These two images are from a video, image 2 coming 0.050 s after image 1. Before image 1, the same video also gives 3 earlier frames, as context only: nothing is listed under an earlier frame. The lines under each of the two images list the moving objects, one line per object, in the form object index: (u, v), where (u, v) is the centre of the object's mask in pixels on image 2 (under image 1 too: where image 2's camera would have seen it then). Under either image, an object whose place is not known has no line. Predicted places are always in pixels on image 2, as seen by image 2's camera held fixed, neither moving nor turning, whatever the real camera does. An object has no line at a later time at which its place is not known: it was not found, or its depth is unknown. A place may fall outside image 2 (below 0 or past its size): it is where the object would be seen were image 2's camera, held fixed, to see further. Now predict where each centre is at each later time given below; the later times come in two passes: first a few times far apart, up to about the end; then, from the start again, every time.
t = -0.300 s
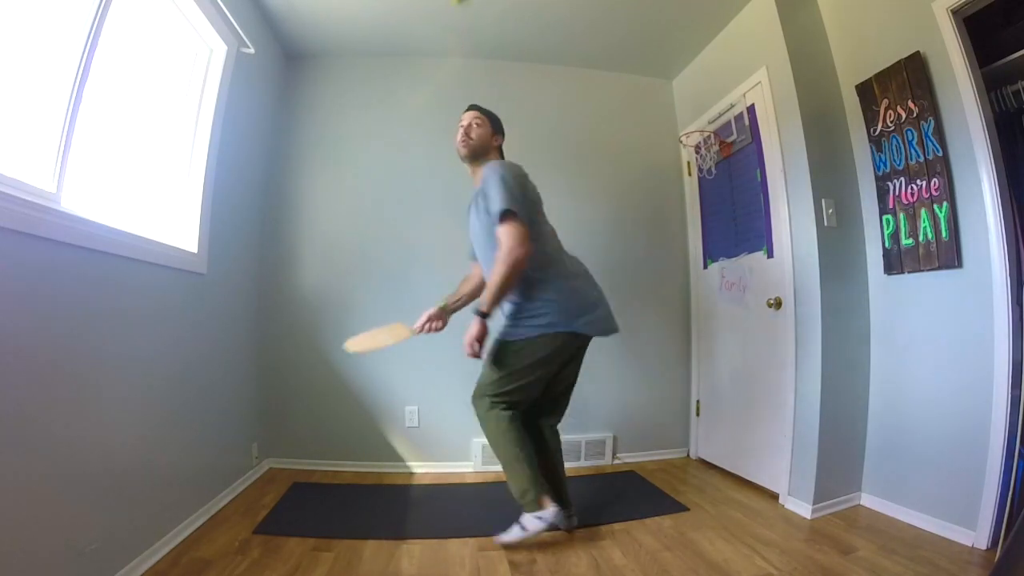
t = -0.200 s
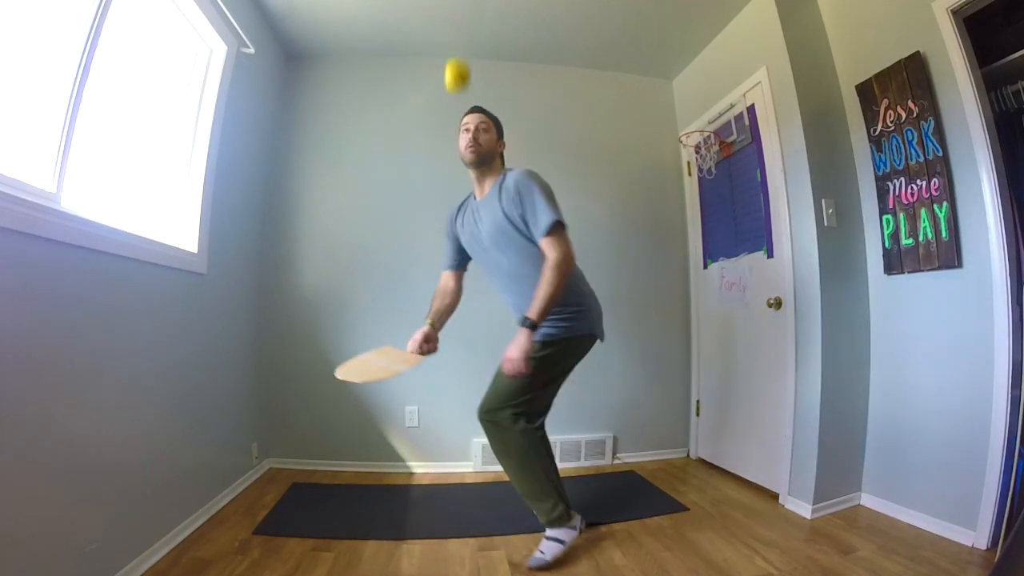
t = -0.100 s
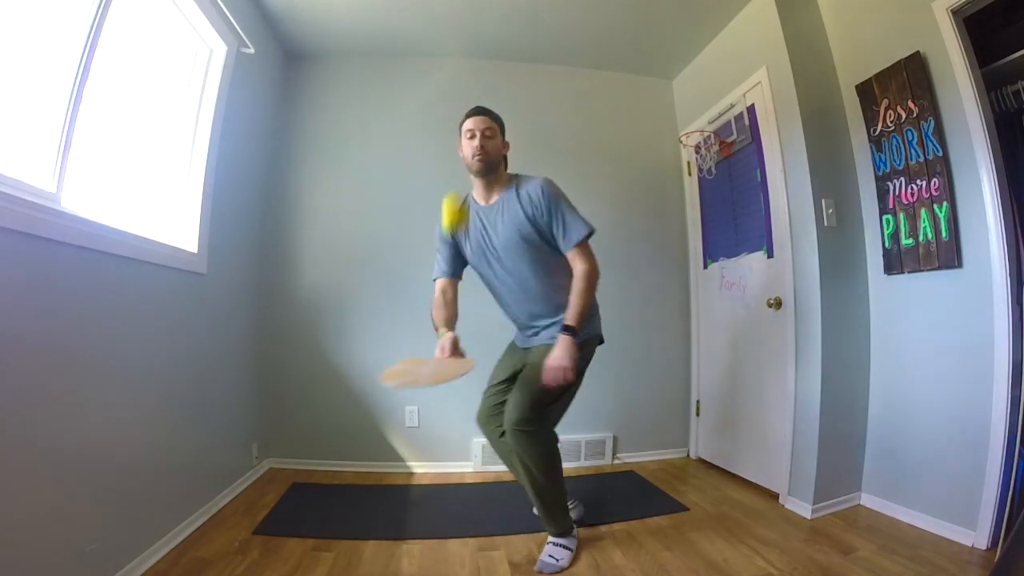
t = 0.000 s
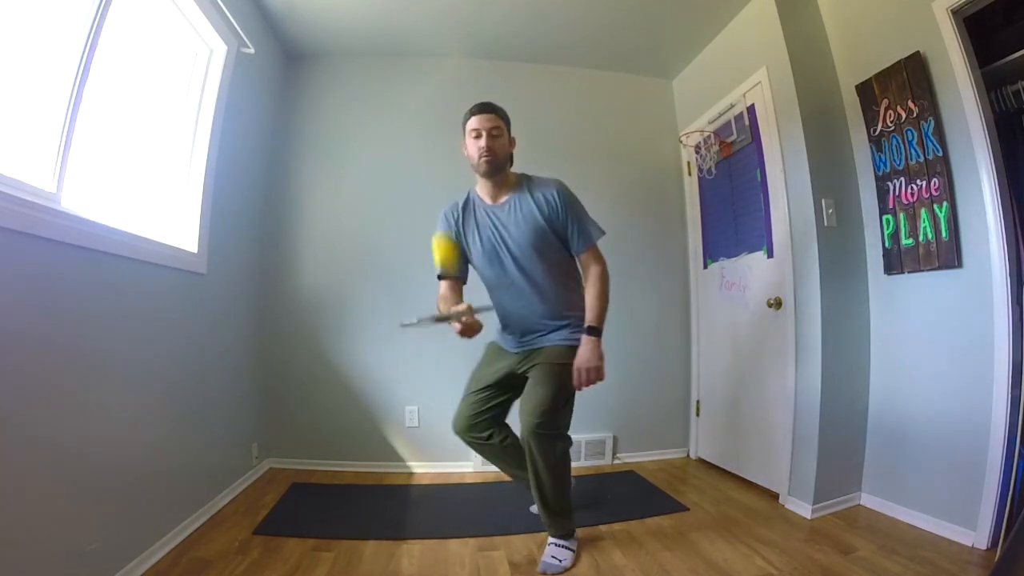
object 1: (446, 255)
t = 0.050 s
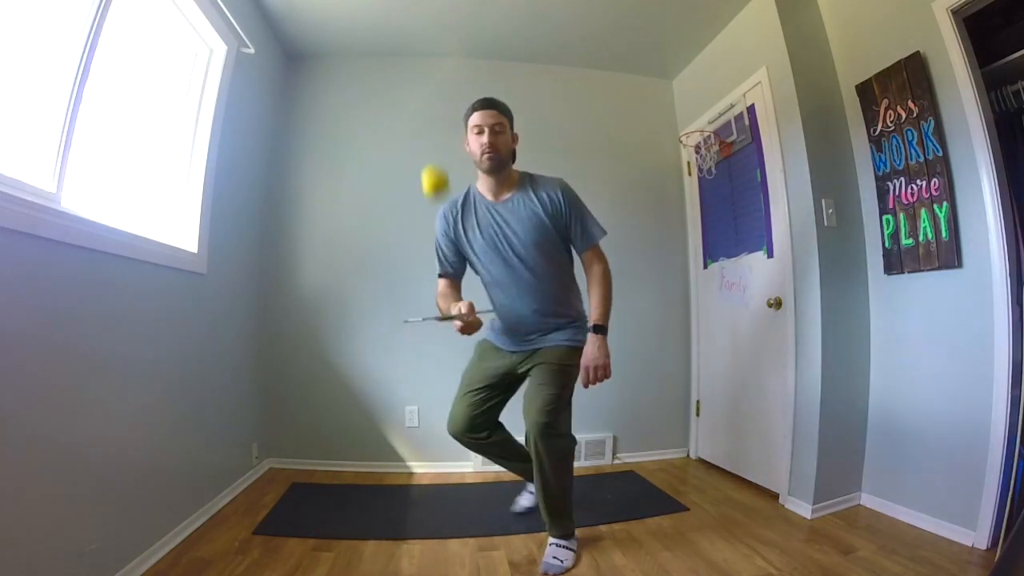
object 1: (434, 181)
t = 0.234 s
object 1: (403, 41)
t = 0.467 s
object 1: (361, 20)
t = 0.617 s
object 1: (326, 79)
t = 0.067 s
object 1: (431, 162)
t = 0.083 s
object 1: (427, 144)
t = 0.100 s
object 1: (424, 128)
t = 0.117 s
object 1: (422, 114)
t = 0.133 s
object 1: (419, 100)
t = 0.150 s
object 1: (416, 88)
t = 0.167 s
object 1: (414, 76)
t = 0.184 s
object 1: (411, 66)
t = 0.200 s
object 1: (408, 56)
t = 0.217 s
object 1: (406, 48)
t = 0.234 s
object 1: (403, 41)
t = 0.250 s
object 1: (400, 34)
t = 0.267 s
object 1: (397, 29)
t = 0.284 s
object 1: (395, 24)
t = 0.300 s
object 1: (392, 20)
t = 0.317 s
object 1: (389, 17)
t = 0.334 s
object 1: (386, 14)
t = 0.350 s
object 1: (383, 13)
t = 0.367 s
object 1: (380, 12)
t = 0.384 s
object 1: (377, 12)
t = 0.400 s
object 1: (374, 13)
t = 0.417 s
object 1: (371, 14)
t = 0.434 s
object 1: (368, 16)
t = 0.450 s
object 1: (364, 18)
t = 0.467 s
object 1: (361, 20)
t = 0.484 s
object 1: (358, 24)
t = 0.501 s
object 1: (354, 28)
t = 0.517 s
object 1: (350, 33)
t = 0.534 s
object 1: (346, 39)
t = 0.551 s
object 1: (342, 46)
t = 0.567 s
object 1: (338, 53)
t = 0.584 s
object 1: (334, 61)
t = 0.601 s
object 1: (330, 69)
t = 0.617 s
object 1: (326, 79)
